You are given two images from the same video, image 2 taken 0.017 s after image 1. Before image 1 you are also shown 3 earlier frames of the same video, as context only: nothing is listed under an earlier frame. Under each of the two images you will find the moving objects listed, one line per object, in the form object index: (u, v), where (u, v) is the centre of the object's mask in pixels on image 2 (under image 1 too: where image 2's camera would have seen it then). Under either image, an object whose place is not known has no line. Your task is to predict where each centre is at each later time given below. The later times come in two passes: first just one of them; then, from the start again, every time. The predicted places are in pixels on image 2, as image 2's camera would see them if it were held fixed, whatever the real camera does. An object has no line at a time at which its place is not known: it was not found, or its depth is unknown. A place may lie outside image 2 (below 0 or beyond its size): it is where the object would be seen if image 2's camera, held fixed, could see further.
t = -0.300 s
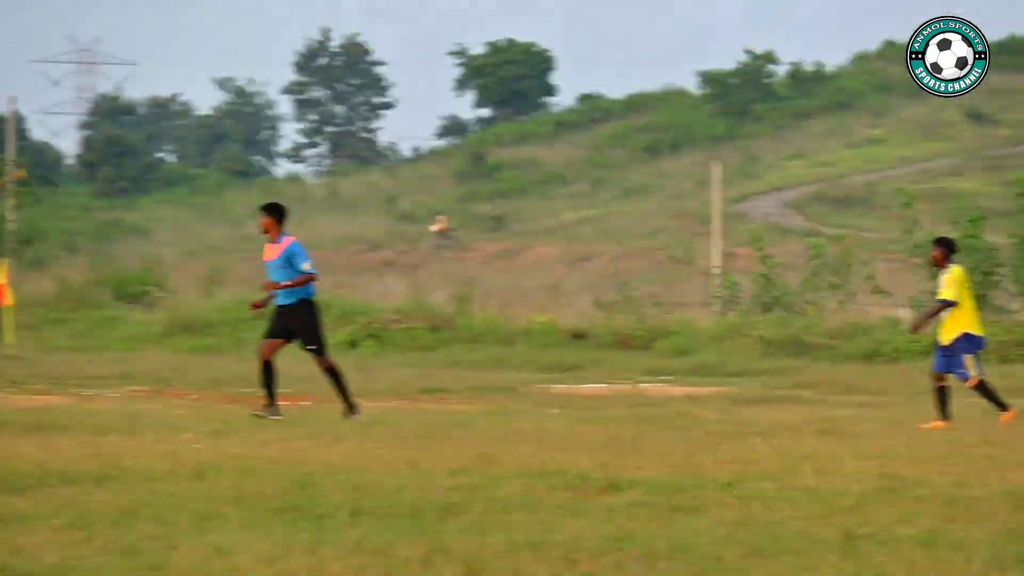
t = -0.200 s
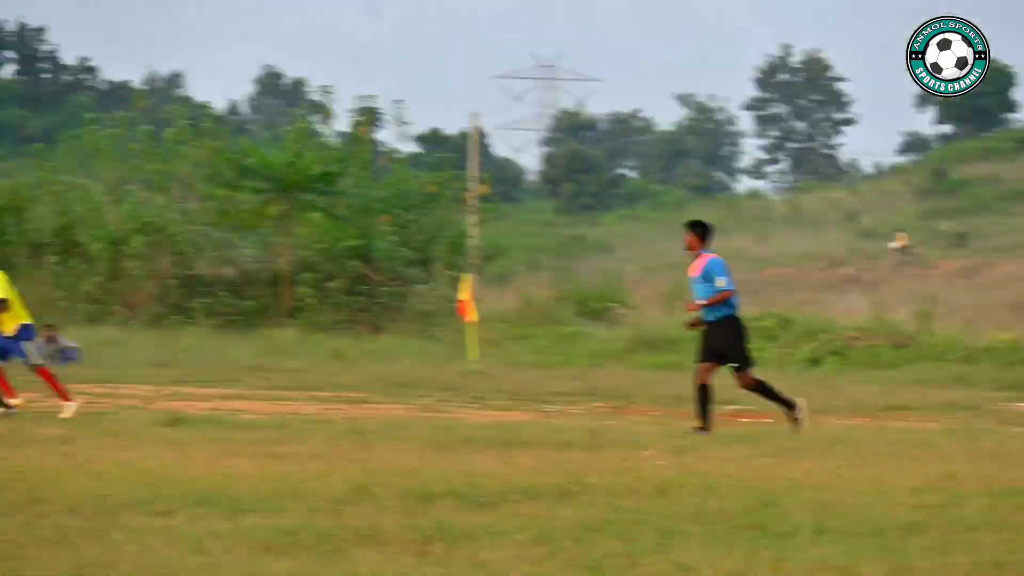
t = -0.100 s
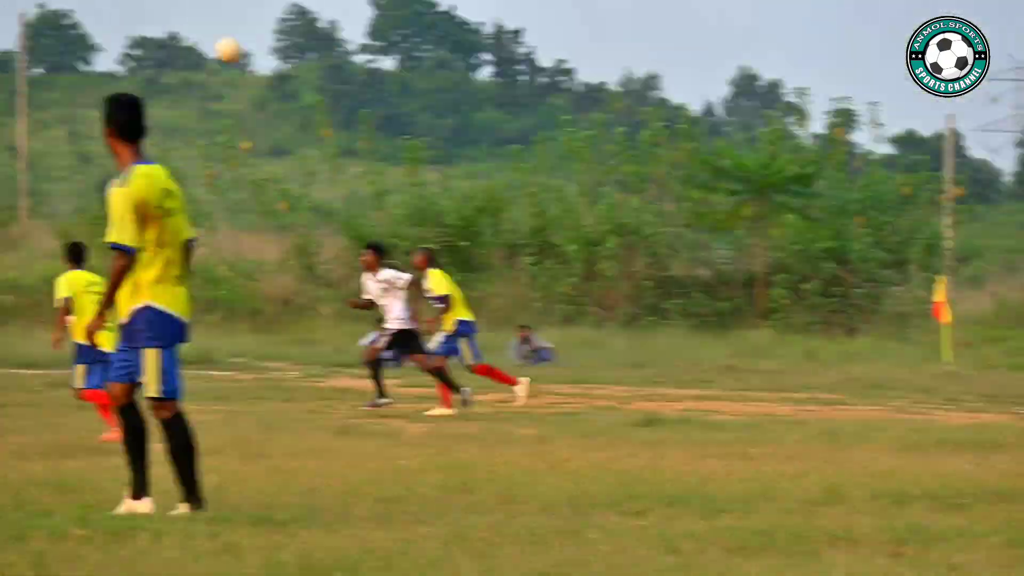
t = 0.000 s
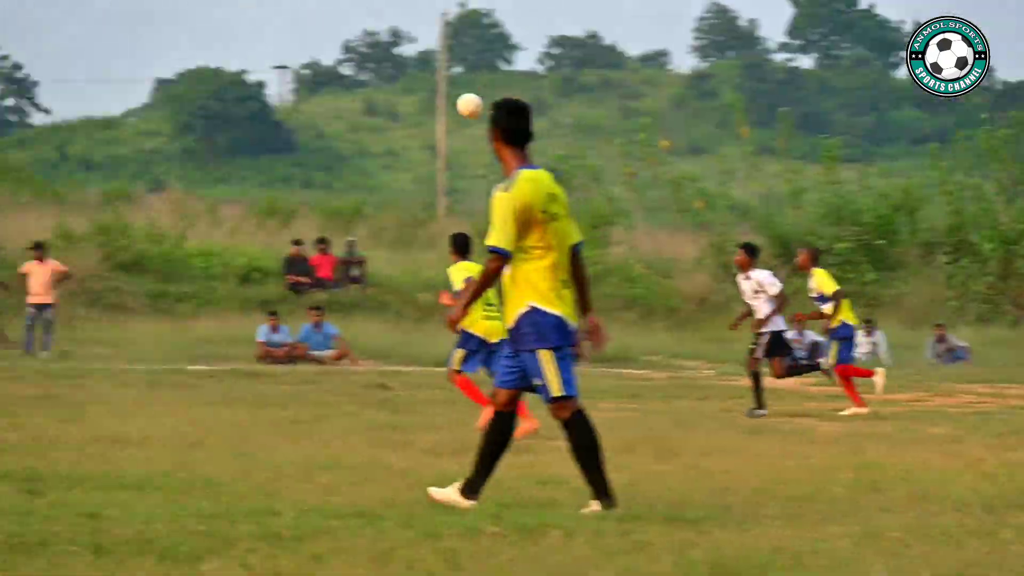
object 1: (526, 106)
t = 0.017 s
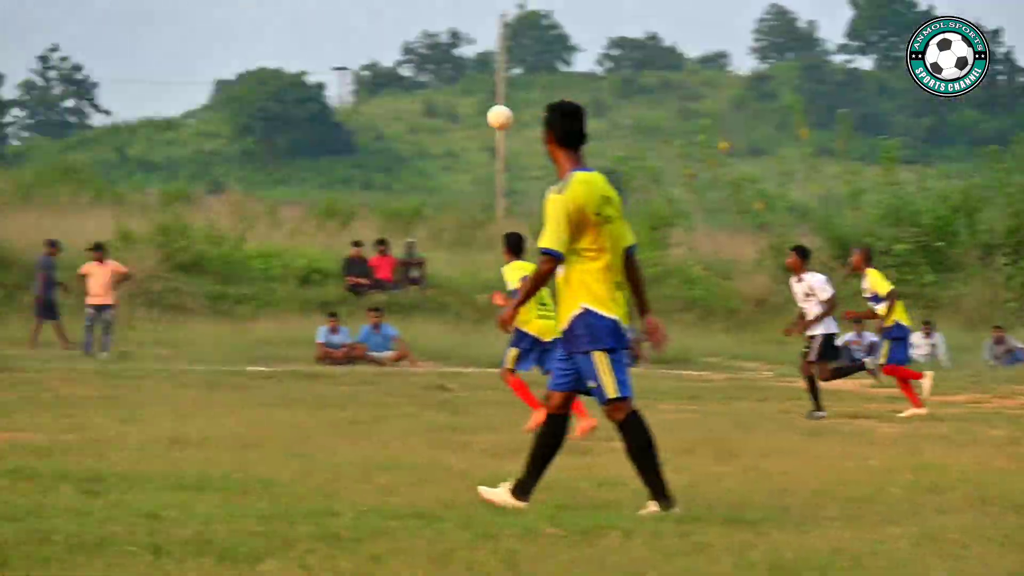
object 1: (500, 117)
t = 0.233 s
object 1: (135, 273)
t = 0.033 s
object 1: (473, 128)
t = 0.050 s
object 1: (444, 142)
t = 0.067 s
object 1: (415, 153)
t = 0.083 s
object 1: (387, 167)
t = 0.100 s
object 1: (359, 178)
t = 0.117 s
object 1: (331, 190)
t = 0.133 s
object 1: (302, 200)
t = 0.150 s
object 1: (273, 211)
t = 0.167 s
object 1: (245, 224)
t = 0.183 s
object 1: (218, 236)
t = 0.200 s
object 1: (190, 248)
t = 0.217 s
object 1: (163, 260)
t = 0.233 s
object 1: (135, 273)
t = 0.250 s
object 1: (108, 287)
